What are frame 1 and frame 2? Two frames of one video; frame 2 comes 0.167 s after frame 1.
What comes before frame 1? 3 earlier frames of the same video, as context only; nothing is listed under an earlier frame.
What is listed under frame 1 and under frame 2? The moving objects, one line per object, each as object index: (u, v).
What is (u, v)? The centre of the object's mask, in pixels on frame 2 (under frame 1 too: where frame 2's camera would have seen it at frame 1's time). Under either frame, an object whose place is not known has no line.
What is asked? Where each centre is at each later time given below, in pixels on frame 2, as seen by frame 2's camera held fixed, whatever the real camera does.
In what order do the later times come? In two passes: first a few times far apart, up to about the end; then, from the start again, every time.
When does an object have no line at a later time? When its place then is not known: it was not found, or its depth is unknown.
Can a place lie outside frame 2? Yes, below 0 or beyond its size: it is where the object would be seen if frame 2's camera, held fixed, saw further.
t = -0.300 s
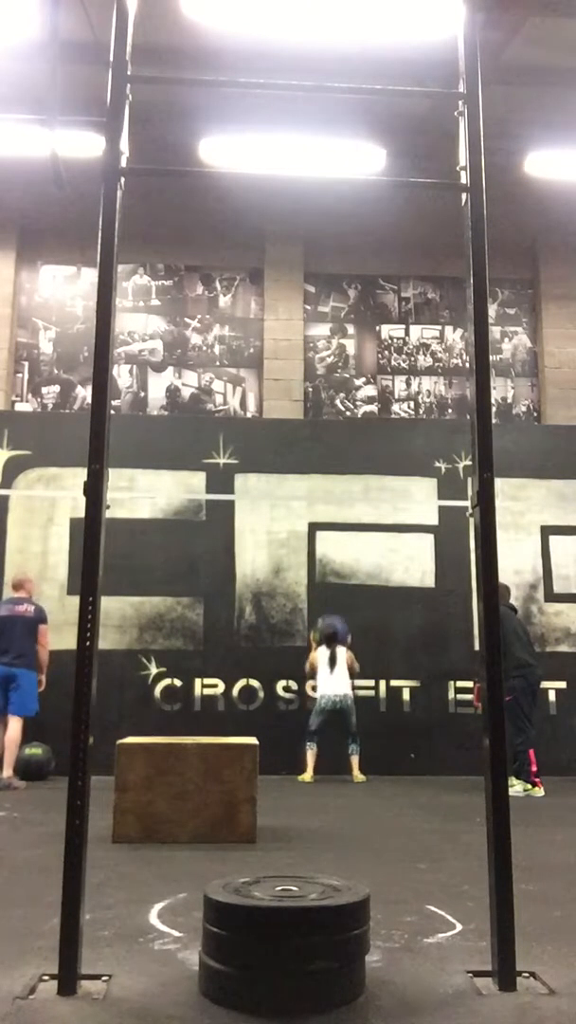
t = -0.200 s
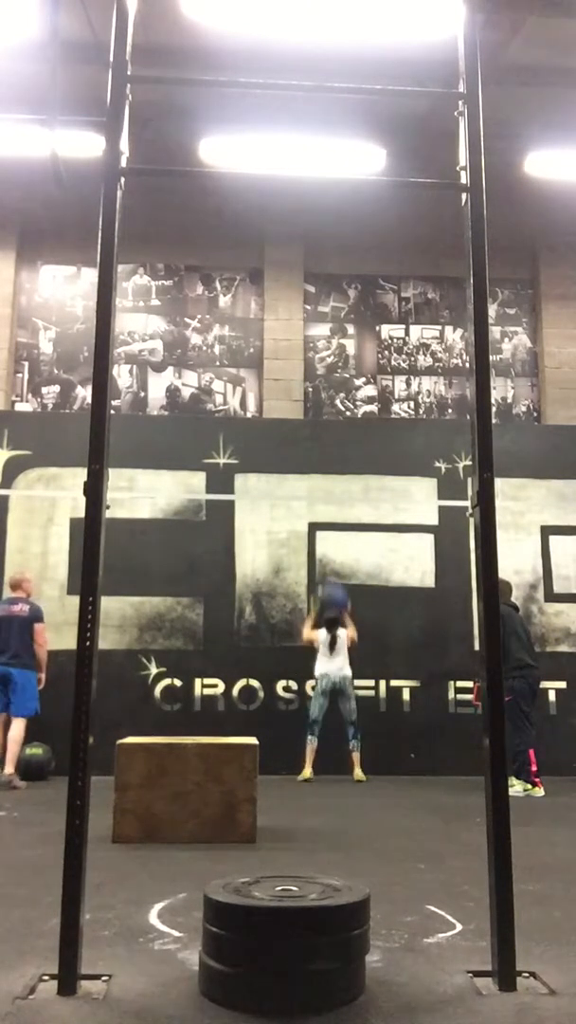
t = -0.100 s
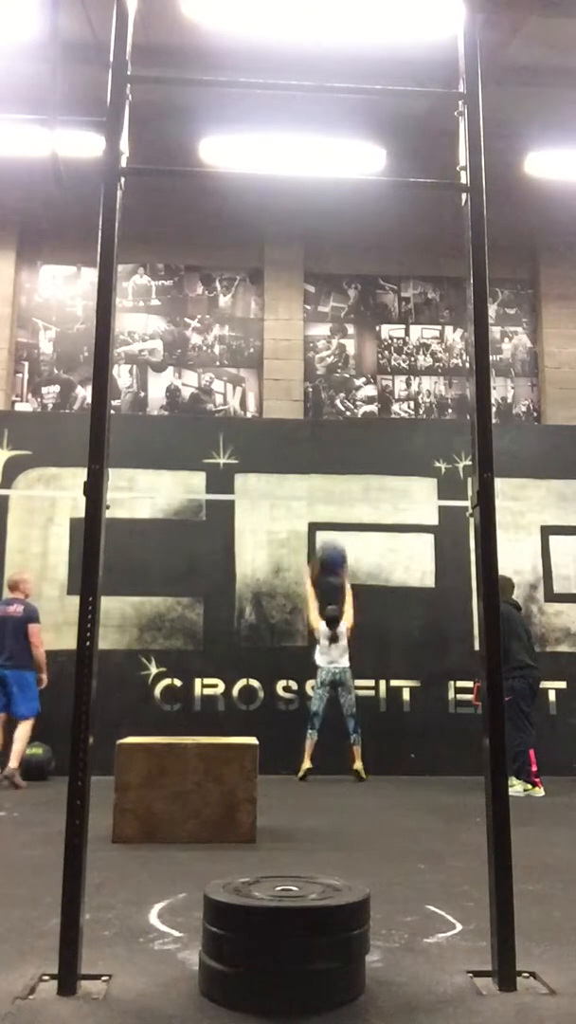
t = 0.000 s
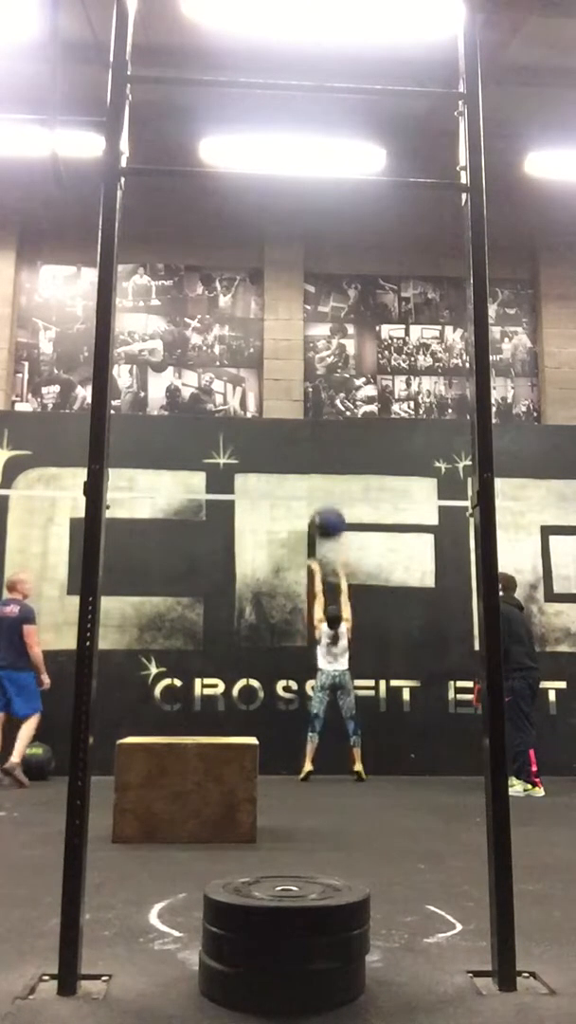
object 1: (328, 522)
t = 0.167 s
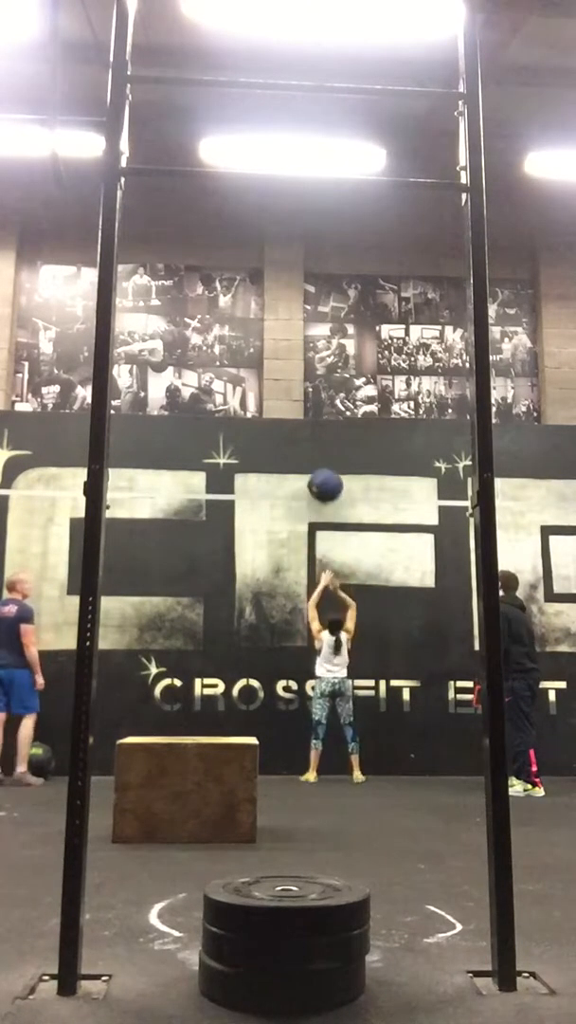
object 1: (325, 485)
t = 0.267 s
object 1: (323, 475)
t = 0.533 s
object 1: (320, 494)
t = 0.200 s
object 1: (324, 481)
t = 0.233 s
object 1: (324, 477)
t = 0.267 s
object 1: (323, 475)
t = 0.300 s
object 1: (323, 474)
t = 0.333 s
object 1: (322, 475)
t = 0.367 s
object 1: (322, 475)
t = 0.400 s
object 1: (321, 478)
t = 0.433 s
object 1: (321, 480)
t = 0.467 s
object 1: (321, 484)
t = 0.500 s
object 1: (320, 488)
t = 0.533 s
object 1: (320, 494)
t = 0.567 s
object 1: (320, 499)
